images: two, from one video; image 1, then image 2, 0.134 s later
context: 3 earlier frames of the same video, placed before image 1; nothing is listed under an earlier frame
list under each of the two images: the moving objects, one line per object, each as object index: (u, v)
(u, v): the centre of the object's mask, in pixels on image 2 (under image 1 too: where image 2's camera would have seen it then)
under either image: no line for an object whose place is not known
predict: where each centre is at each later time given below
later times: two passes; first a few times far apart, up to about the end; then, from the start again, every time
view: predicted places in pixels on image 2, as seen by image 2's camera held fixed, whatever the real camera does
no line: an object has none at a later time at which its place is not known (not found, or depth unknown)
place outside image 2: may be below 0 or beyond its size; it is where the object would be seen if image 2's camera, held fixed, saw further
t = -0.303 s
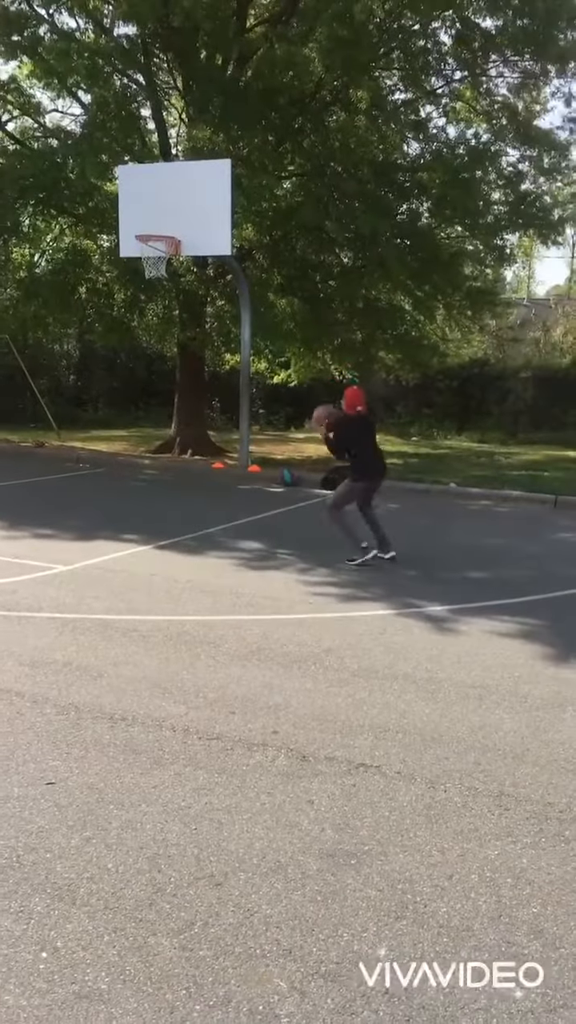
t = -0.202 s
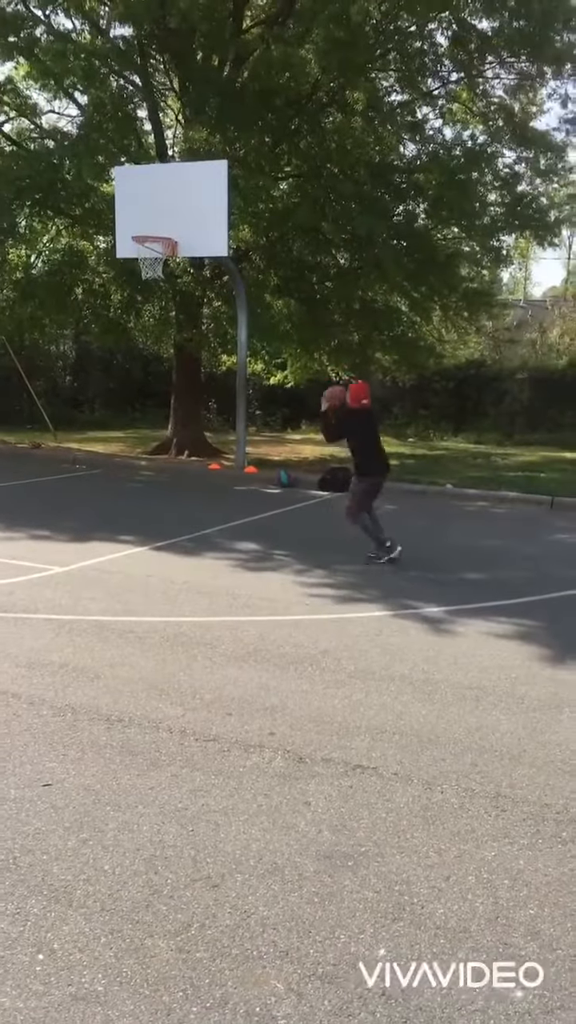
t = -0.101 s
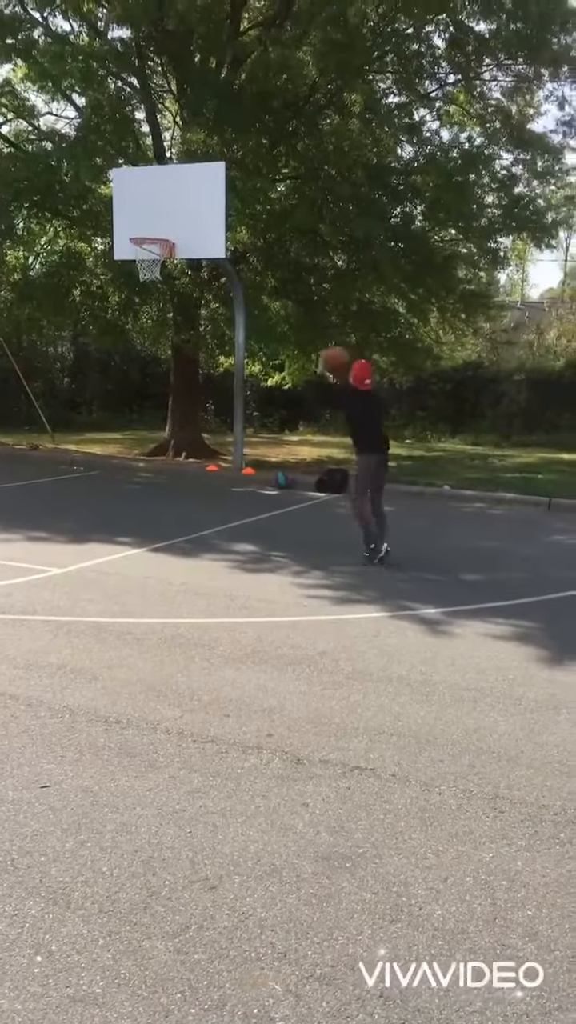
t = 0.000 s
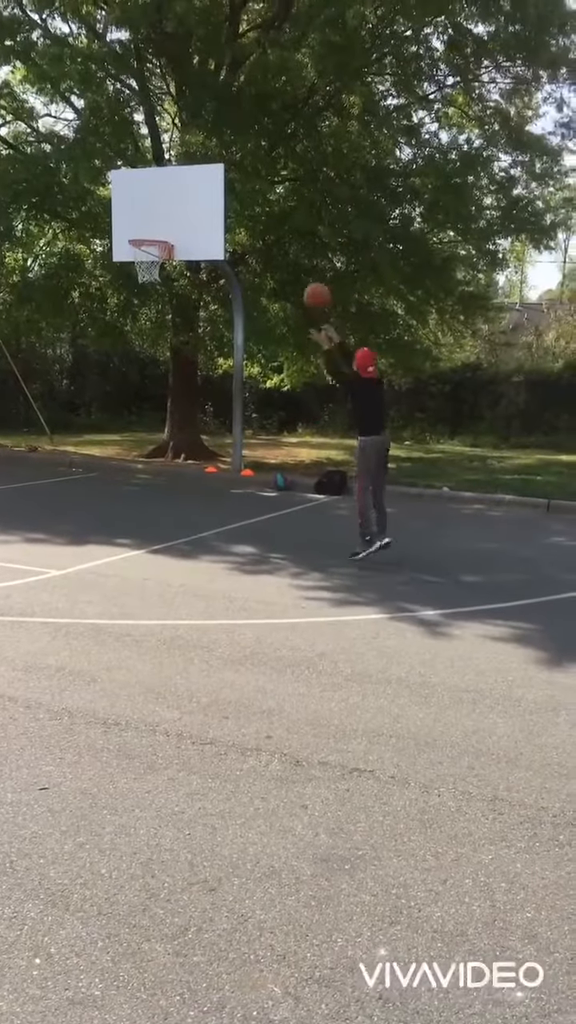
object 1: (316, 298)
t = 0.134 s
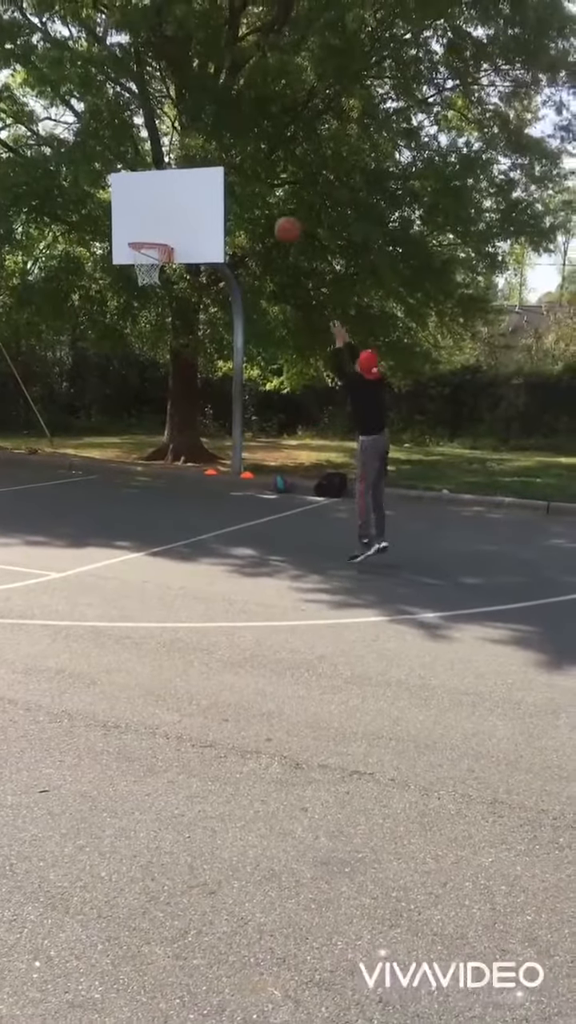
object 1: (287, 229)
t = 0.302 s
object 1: (253, 176)
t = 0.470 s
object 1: (223, 158)
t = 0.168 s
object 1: (281, 216)
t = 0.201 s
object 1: (271, 203)
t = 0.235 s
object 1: (267, 192)
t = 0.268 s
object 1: (260, 183)
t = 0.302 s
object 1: (253, 176)
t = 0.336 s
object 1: (247, 170)
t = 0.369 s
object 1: (240, 164)
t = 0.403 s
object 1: (234, 159)
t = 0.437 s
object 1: (227, 158)
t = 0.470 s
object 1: (223, 158)
